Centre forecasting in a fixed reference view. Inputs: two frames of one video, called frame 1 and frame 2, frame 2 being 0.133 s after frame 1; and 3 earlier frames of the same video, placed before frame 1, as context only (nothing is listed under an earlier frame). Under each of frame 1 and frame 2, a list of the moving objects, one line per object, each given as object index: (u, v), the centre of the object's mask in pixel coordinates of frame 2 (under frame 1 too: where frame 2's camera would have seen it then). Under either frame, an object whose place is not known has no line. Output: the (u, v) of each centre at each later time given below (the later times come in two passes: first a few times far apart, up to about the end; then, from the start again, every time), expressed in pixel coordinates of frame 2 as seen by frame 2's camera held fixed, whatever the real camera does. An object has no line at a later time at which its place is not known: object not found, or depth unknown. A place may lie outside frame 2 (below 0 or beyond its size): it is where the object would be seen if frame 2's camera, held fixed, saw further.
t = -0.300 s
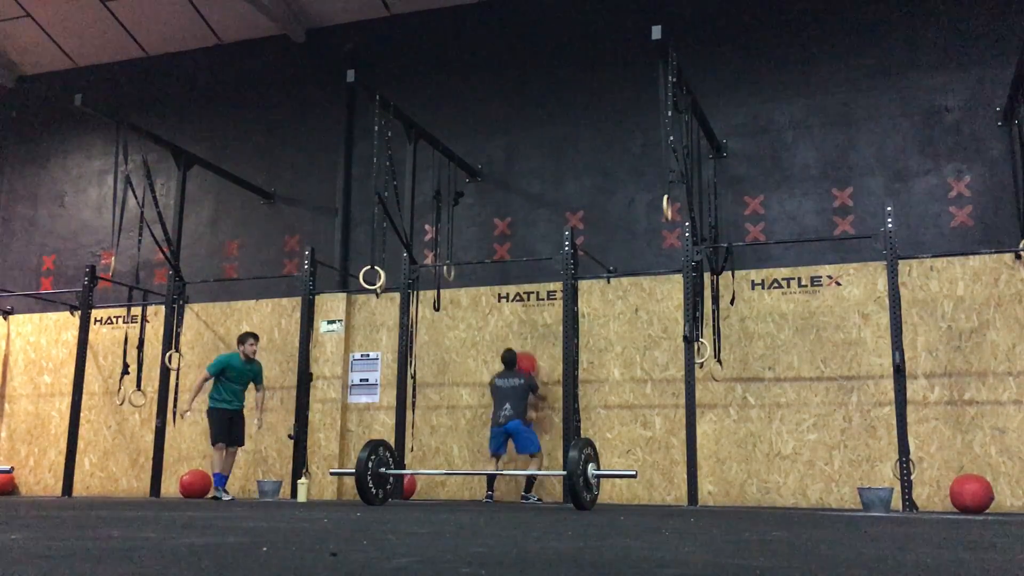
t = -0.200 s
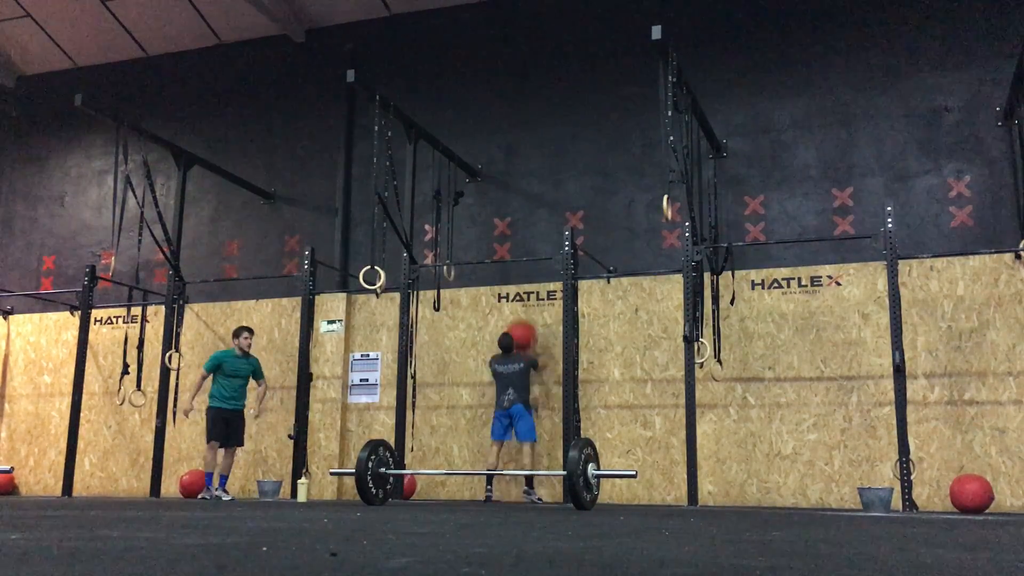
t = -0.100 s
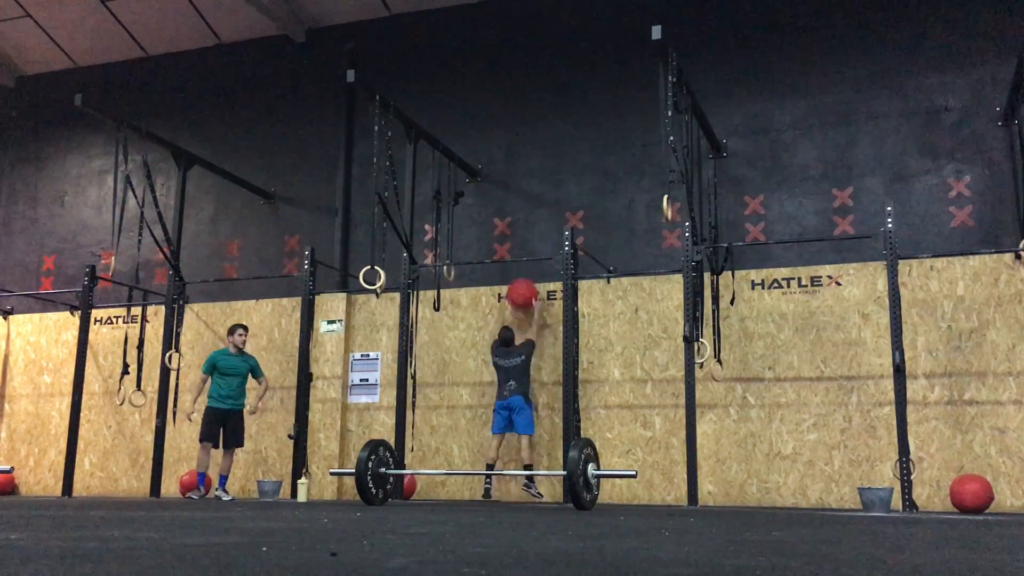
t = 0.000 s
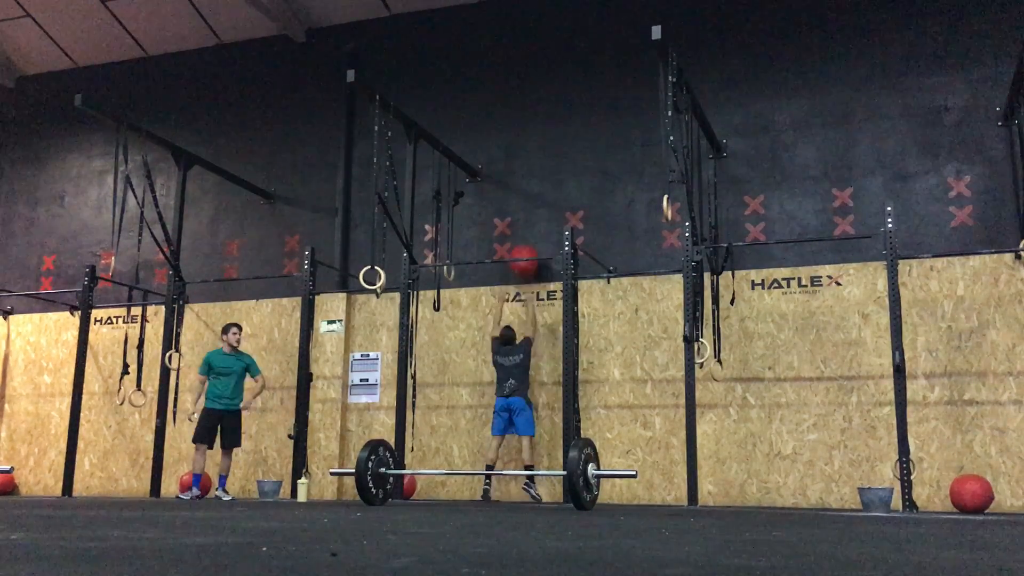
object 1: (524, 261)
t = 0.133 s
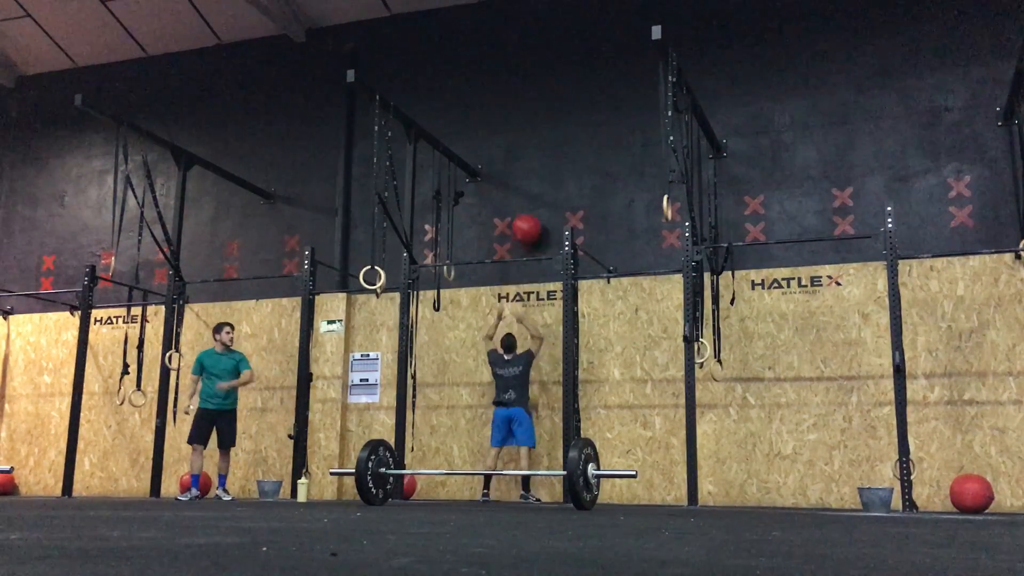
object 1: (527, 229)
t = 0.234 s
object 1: (528, 216)
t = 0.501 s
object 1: (523, 217)
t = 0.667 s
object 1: (518, 247)
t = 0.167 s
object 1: (527, 223)
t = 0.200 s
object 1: (528, 219)
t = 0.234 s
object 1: (528, 216)
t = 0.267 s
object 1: (528, 213)
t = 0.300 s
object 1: (527, 211)
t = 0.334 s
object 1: (526, 210)
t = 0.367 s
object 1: (525, 210)
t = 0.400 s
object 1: (525, 210)
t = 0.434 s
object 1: (524, 211)
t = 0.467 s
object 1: (523, 214)
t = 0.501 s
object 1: (523, 217)
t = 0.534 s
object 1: (521, 221)
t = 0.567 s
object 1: (521, 226)
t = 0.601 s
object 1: (520, 232)
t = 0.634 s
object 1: (520, 241)
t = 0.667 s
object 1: (518, 247)
